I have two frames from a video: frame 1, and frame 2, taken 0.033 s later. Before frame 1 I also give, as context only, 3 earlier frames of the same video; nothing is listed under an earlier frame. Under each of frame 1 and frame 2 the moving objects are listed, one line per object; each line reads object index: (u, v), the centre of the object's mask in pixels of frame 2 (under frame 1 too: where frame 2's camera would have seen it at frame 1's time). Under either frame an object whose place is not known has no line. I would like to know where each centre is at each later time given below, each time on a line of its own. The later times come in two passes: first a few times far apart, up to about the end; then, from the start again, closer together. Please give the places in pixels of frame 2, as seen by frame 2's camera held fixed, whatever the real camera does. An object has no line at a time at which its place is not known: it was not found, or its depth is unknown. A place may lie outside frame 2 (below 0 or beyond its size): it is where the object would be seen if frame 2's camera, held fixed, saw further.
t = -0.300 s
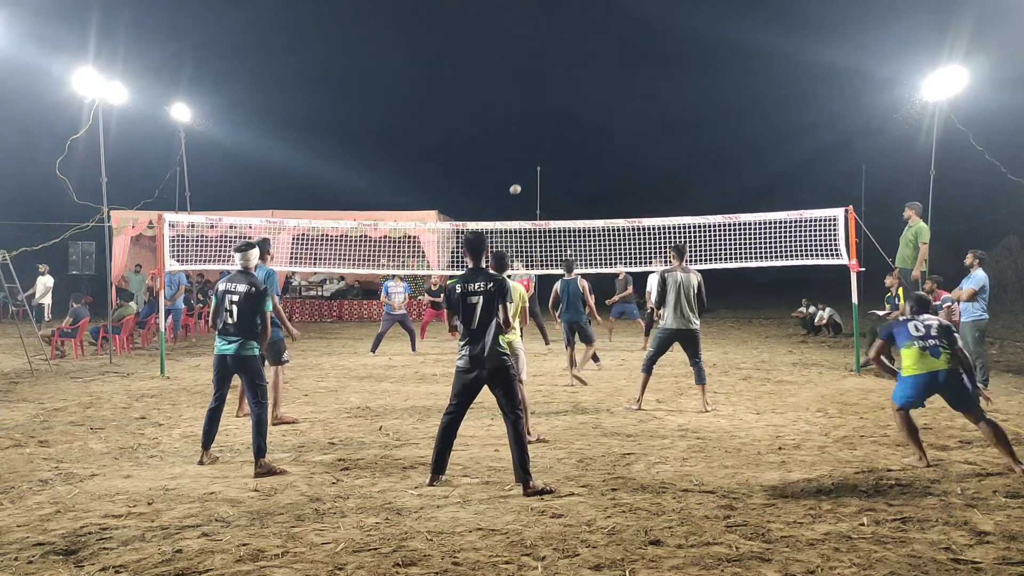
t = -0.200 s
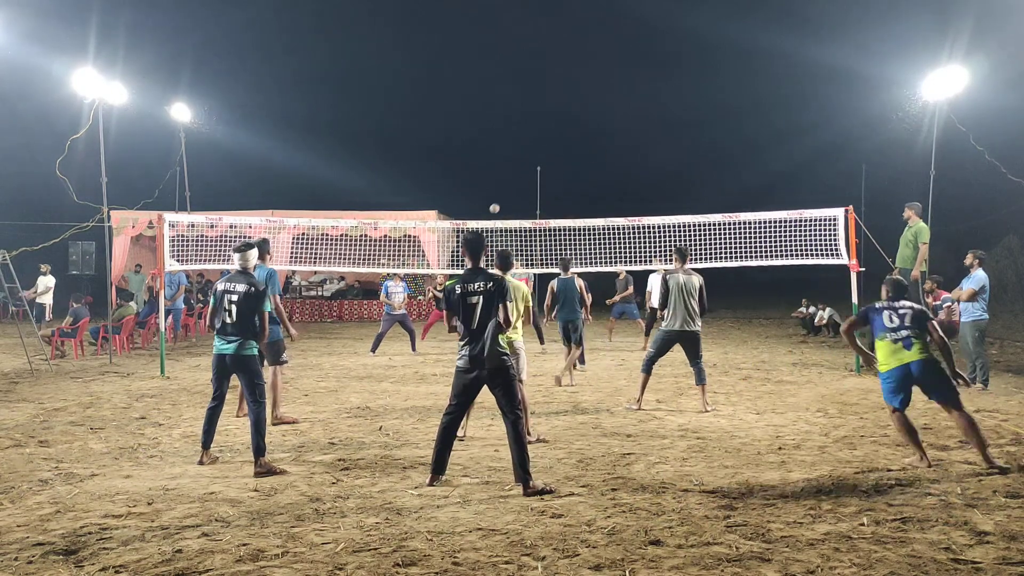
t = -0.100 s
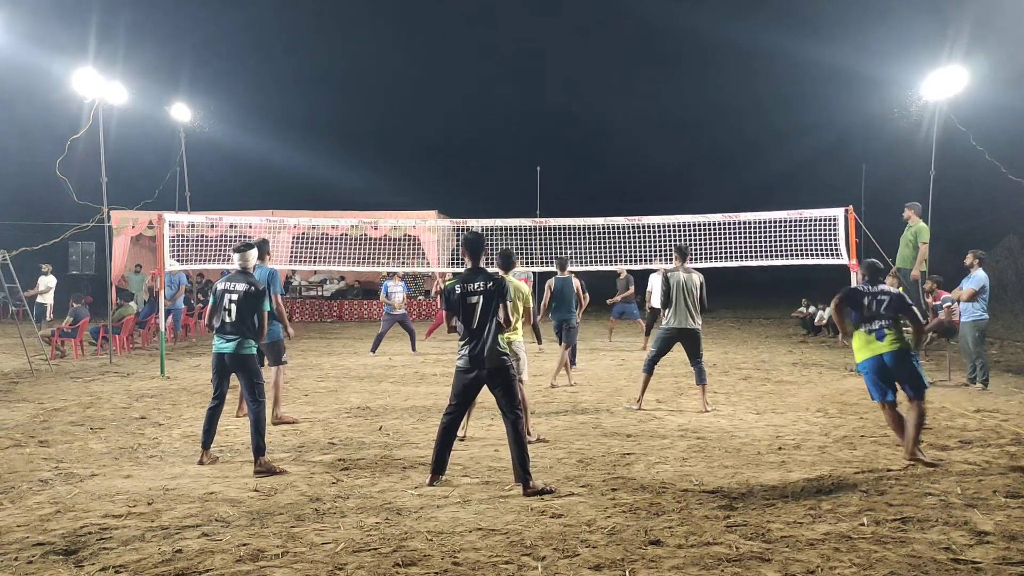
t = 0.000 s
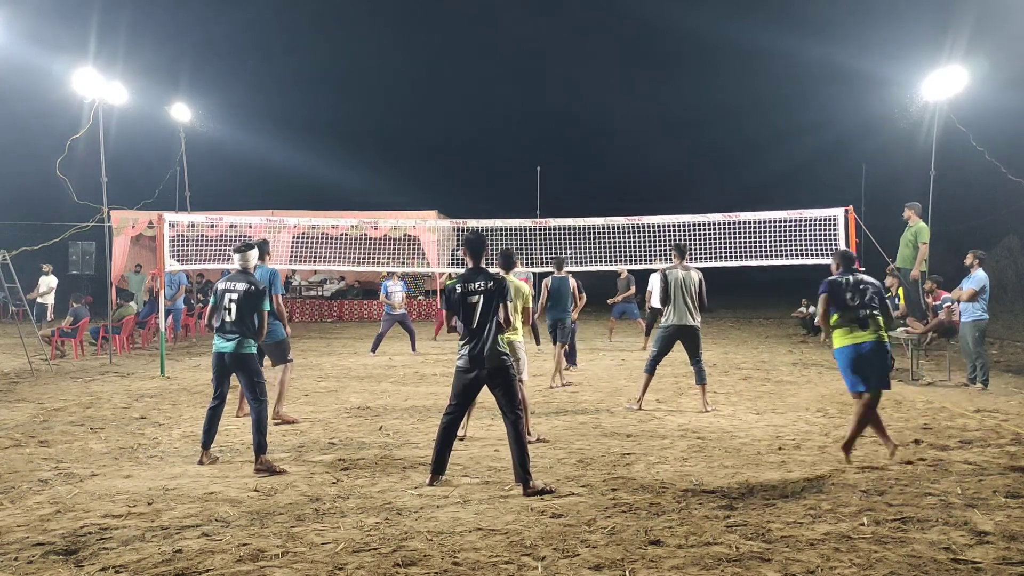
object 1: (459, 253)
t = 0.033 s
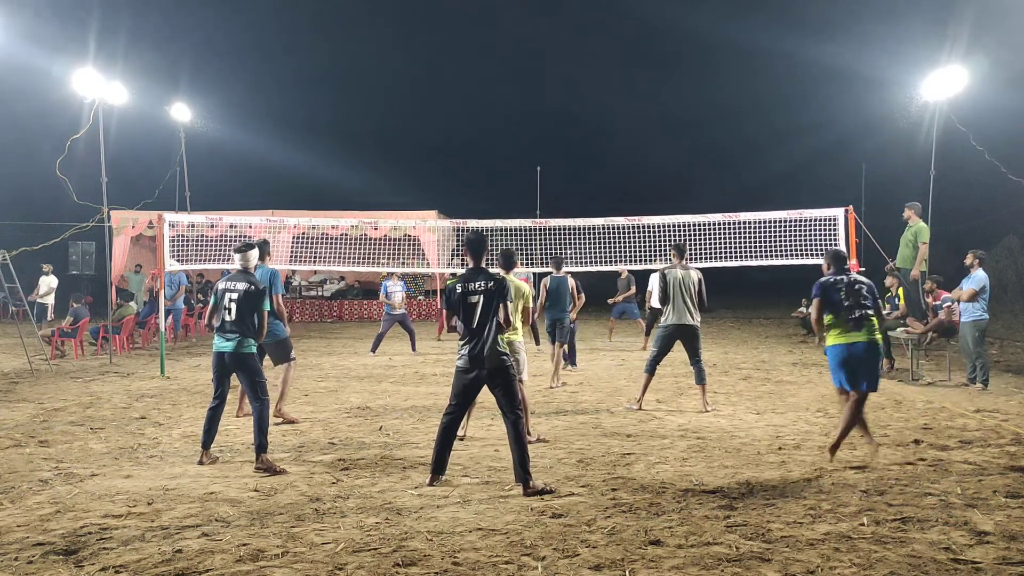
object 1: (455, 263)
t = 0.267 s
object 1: (486, 198)
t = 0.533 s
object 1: (530, 144)
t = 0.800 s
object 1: (590, 126)
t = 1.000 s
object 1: (654, 155)
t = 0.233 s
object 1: (481, 206)
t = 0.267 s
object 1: (486, 198)
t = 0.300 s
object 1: (491, 190)
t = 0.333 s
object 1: (496, 182)
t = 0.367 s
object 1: (501, 175)
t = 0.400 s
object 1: (506, 168)
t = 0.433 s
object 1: (512, 161)
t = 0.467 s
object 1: (518, 155)
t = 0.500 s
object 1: (524, 150)
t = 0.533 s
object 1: (530, 144)
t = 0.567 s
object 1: (536, 140)
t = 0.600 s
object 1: (543, 136)
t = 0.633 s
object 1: (550, 133)
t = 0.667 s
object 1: (557, 130)
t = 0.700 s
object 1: (565, 128)
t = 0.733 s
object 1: (573, 126)
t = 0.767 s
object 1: (581, 126)
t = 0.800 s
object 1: (590, 126)
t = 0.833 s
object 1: (599, 128)
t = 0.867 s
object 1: (609, 131)
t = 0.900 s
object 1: (619, 135)
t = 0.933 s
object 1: (630, 140)
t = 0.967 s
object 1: (642, 147)
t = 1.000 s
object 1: (654, 155)
